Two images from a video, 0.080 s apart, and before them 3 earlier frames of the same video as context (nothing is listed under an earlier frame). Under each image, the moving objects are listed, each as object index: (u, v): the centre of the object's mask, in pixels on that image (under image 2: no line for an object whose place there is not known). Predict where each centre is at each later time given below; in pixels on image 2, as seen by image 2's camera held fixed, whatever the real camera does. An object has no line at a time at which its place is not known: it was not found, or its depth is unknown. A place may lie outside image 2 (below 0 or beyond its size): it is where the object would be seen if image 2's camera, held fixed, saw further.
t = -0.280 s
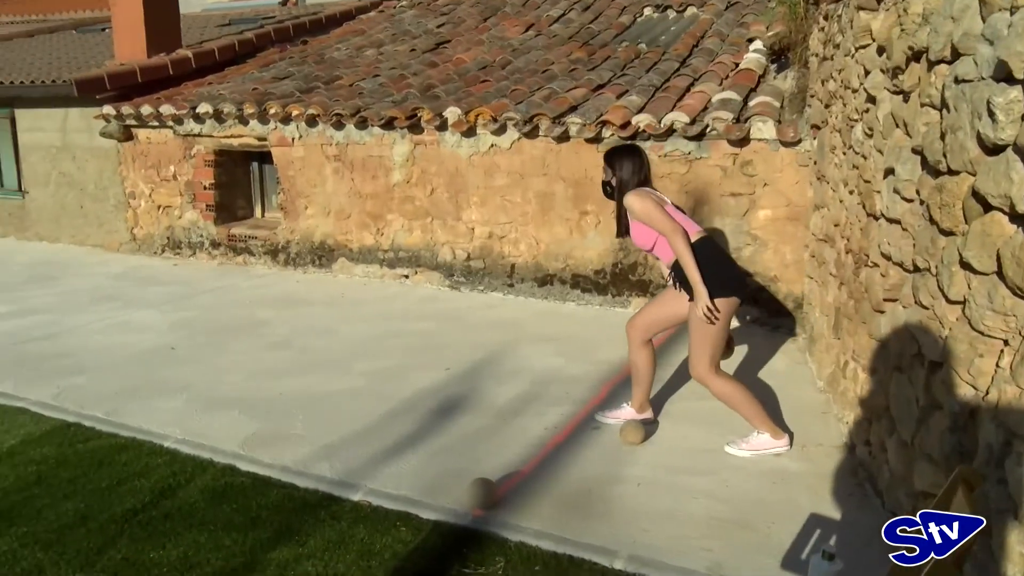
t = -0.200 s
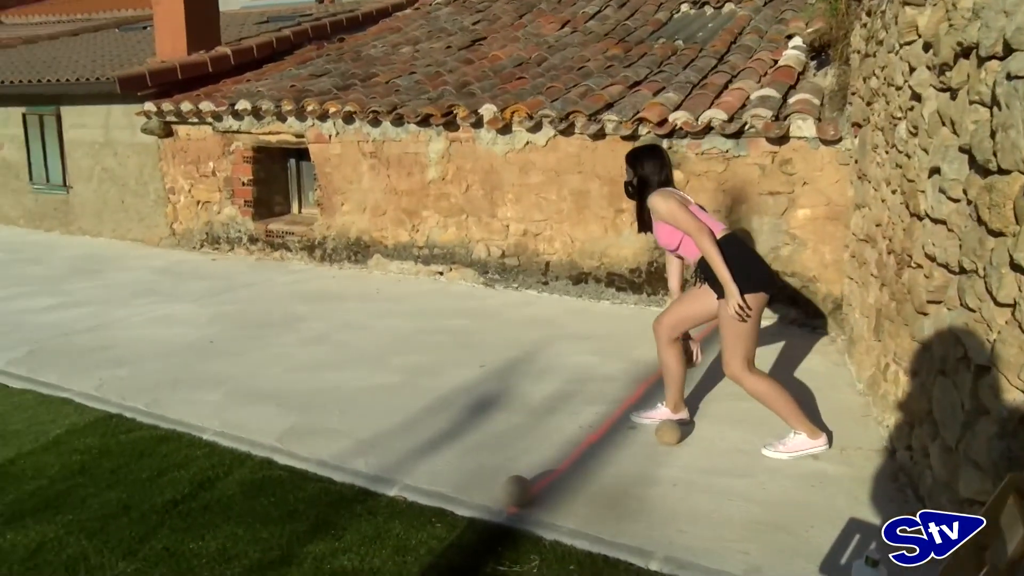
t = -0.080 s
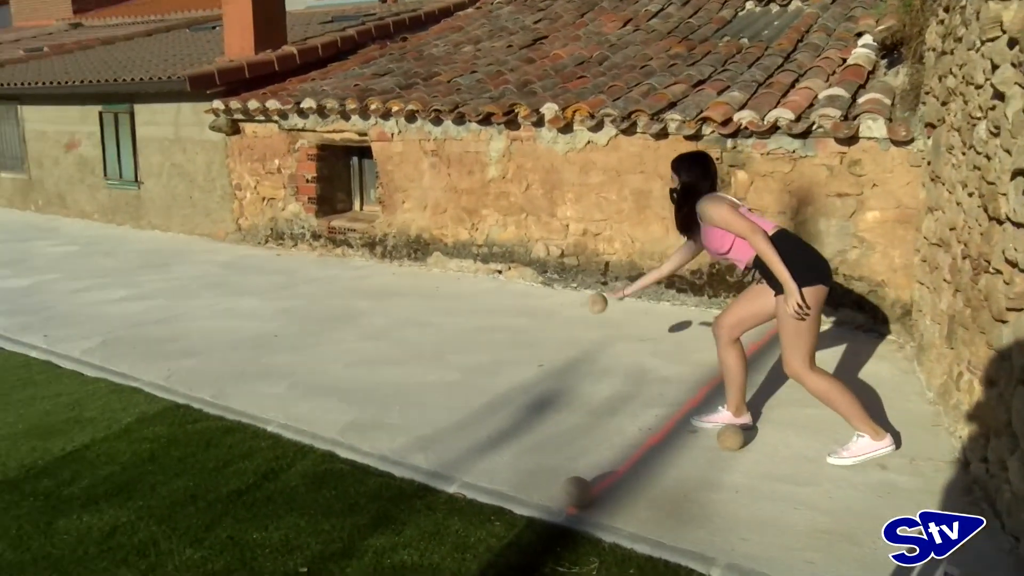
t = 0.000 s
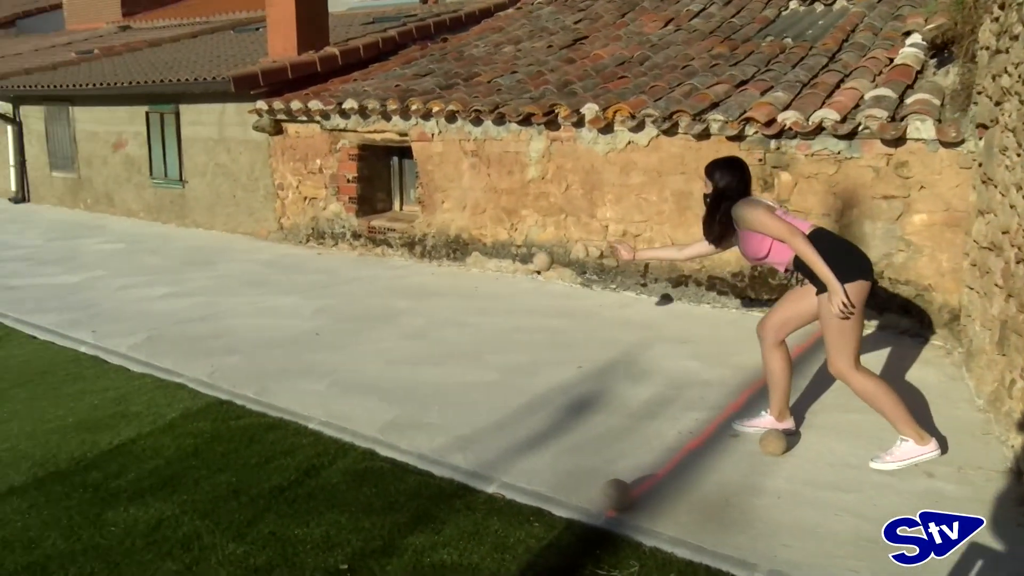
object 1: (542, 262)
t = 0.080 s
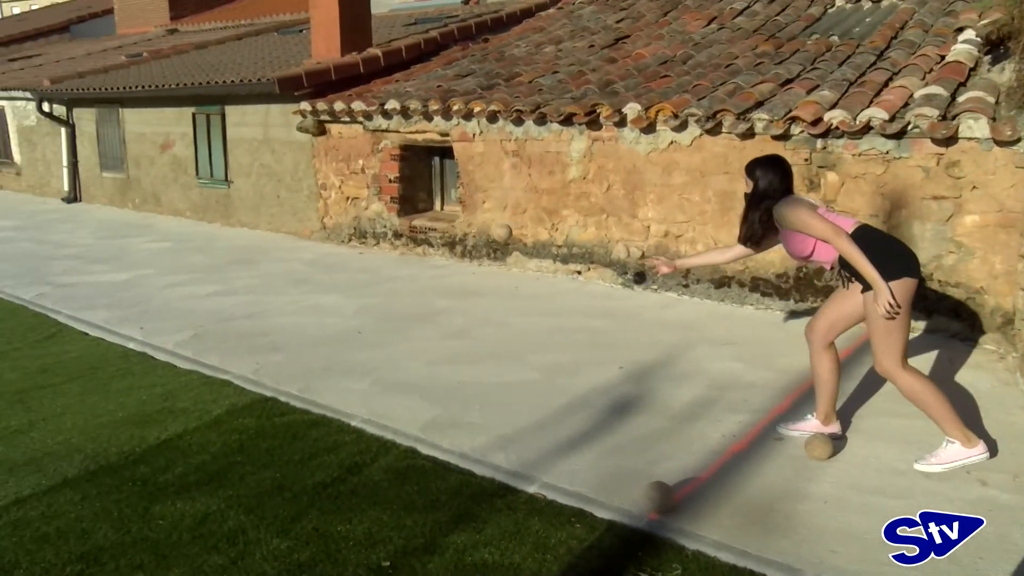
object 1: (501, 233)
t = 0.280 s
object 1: (348, 216)
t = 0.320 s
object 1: (323, 220)
